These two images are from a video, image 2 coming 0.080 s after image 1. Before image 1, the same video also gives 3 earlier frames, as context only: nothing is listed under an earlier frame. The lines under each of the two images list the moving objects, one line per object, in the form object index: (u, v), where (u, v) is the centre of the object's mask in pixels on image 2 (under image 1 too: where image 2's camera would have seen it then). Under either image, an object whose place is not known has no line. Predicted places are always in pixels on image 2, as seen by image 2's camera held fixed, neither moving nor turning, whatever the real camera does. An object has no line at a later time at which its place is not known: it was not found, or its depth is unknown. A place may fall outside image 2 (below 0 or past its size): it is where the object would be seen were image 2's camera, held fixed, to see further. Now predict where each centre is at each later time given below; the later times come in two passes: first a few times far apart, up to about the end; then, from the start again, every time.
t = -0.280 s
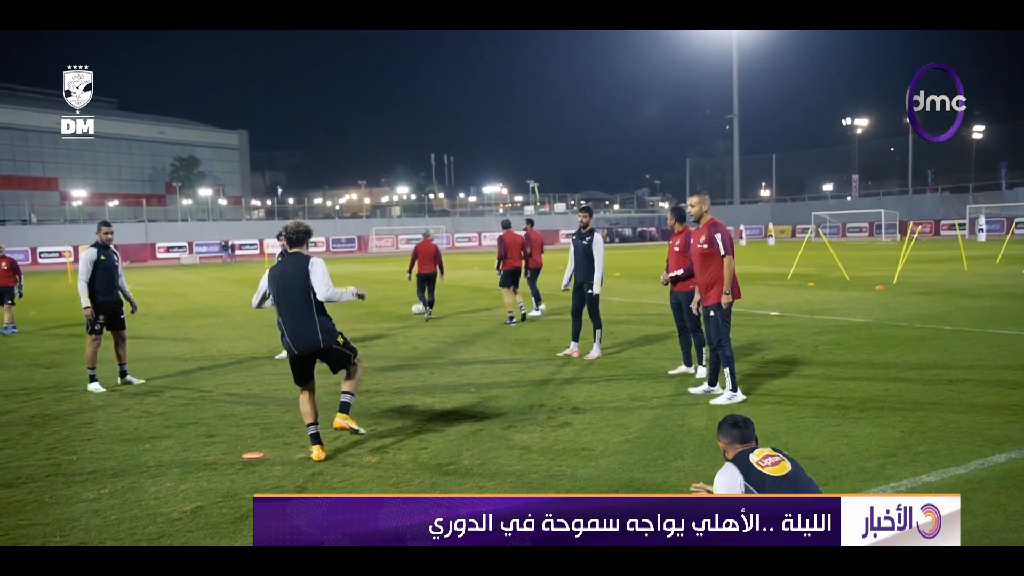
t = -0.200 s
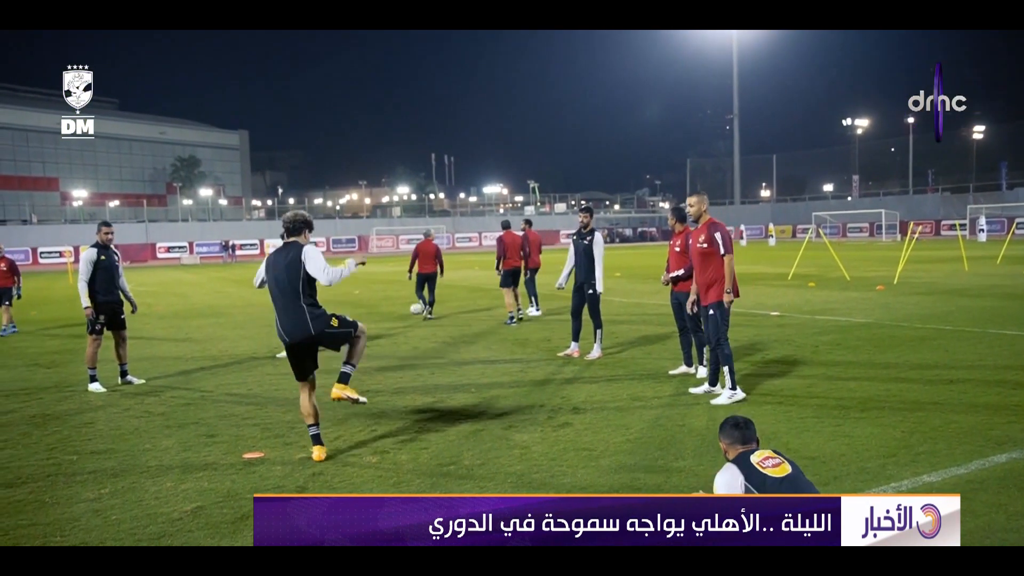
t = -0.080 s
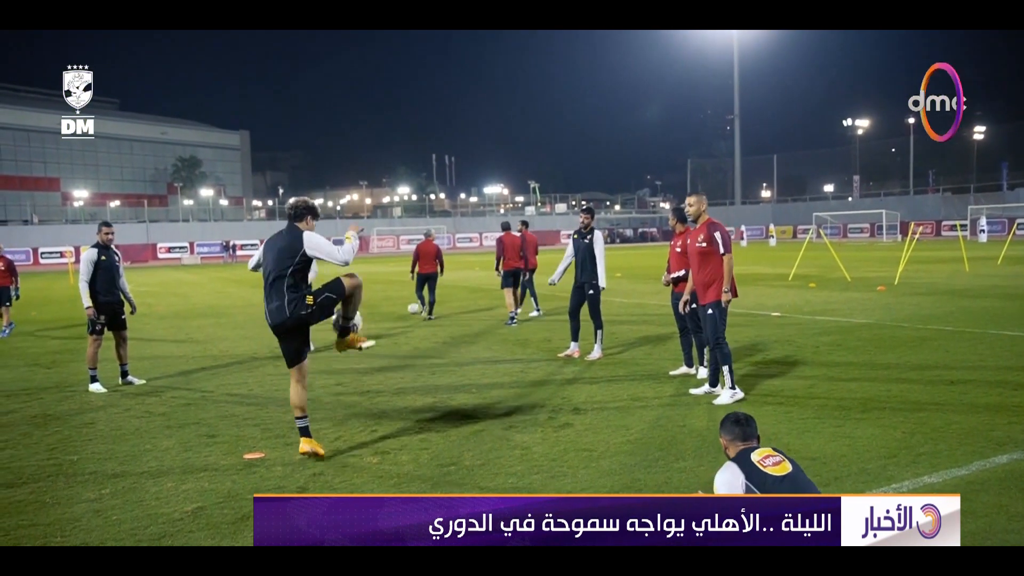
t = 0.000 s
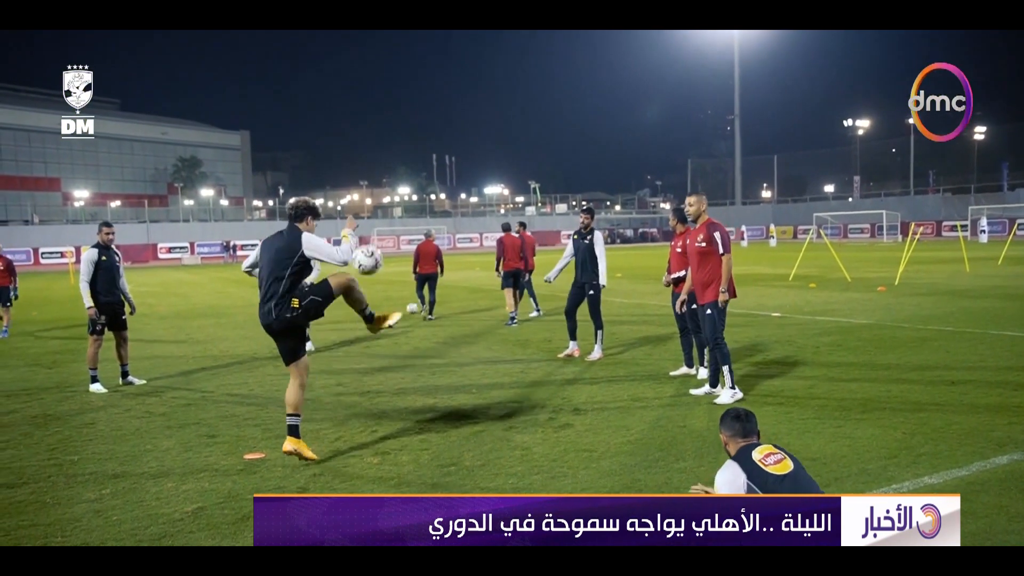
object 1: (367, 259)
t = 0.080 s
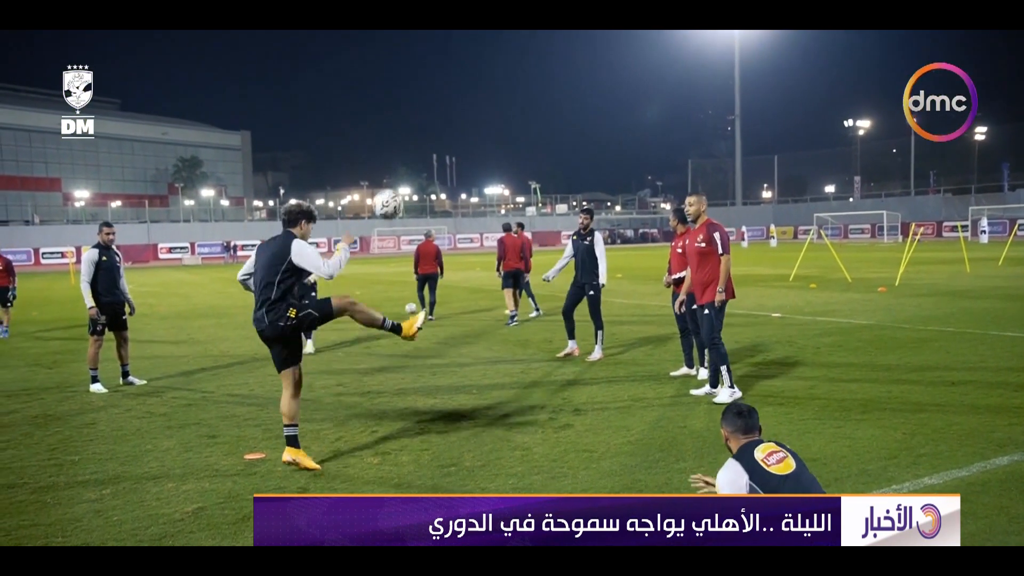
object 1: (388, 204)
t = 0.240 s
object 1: (427, 125)
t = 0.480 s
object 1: (482, 77)
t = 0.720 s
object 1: (531, 101)
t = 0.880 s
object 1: (562, 150)
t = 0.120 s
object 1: (398, 180)
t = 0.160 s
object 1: (407, 159)
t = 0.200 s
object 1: (417, 141)
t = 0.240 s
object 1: (427, 125)
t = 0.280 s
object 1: (436, 112)
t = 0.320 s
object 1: (445, 100)
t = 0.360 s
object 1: (455, 91)
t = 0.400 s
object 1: (464, 84)
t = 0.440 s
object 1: (473, 80)
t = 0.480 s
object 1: (482, 77)
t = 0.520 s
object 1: (490, 76)
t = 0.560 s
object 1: (499, 77)
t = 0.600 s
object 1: (507, 81)
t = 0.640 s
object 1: (515, 86)
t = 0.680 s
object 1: (523, 92)
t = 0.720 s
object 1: (531, 101)
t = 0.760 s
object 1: (539, 111)
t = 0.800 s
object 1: (547, 122)
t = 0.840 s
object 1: (554, 135)
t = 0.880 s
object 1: (562, 150)
